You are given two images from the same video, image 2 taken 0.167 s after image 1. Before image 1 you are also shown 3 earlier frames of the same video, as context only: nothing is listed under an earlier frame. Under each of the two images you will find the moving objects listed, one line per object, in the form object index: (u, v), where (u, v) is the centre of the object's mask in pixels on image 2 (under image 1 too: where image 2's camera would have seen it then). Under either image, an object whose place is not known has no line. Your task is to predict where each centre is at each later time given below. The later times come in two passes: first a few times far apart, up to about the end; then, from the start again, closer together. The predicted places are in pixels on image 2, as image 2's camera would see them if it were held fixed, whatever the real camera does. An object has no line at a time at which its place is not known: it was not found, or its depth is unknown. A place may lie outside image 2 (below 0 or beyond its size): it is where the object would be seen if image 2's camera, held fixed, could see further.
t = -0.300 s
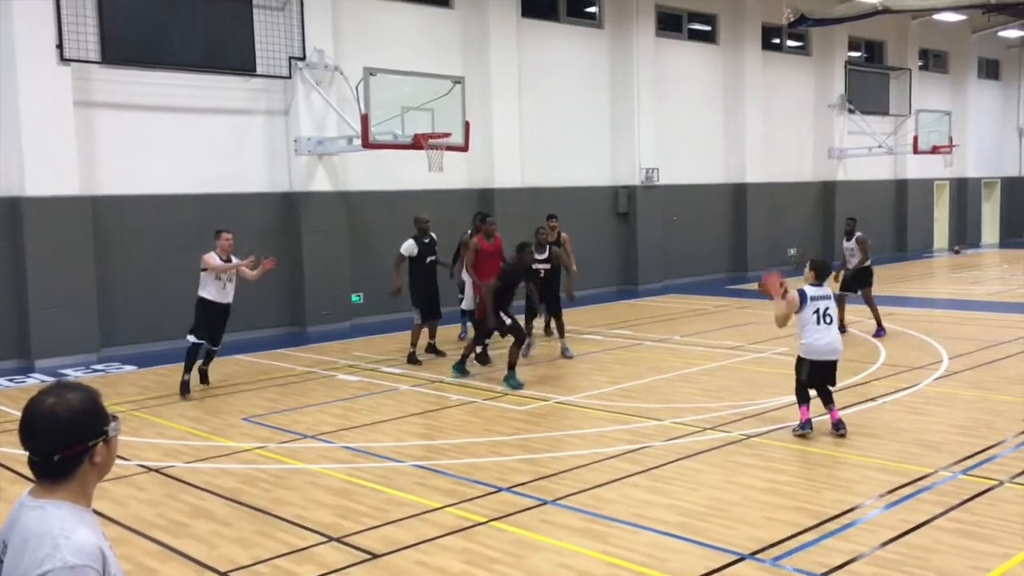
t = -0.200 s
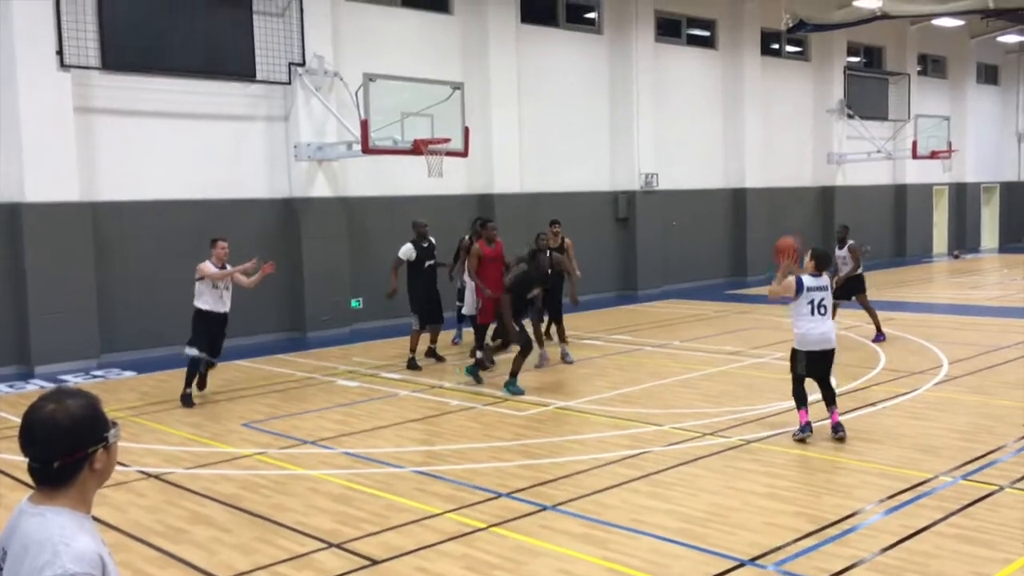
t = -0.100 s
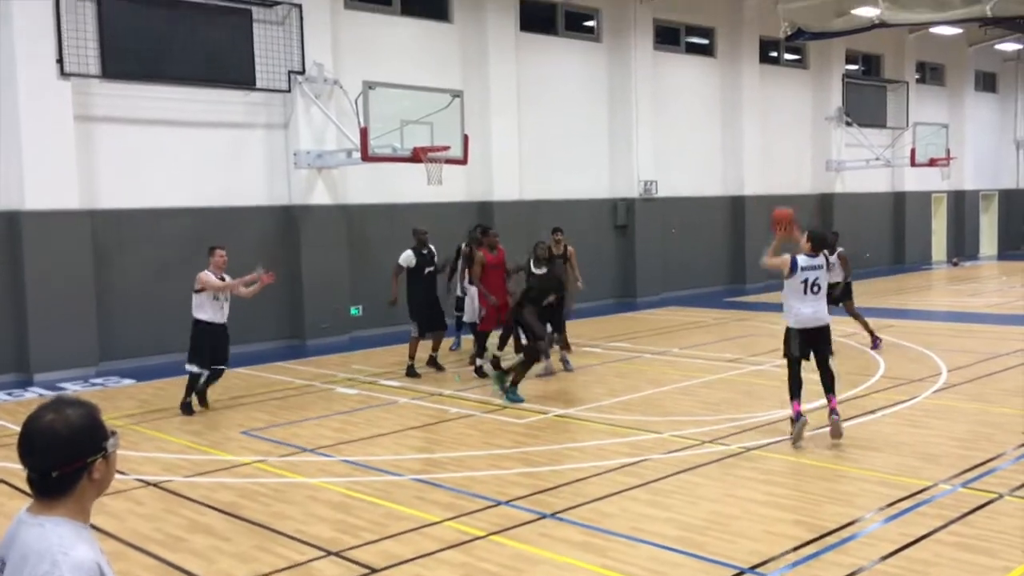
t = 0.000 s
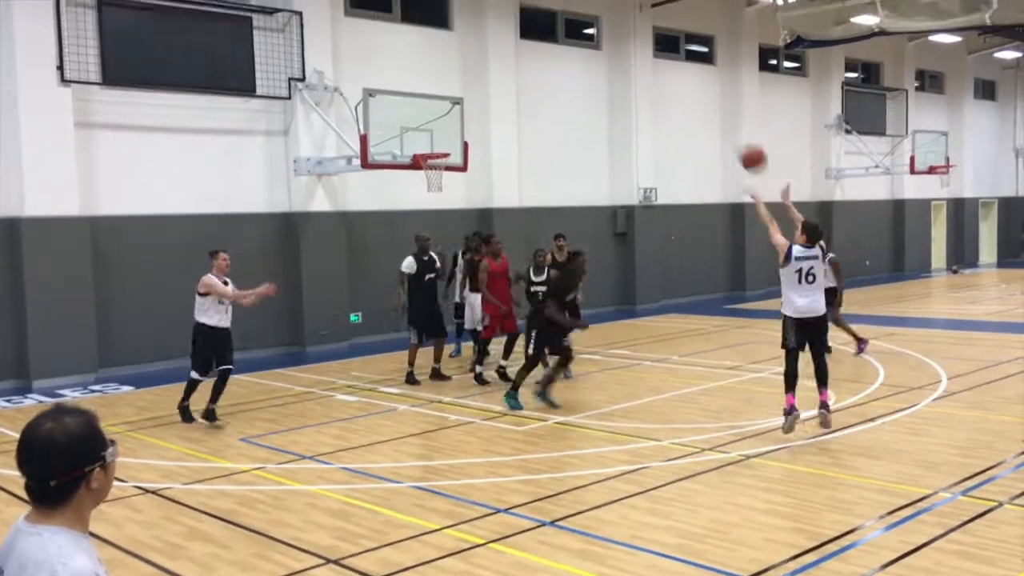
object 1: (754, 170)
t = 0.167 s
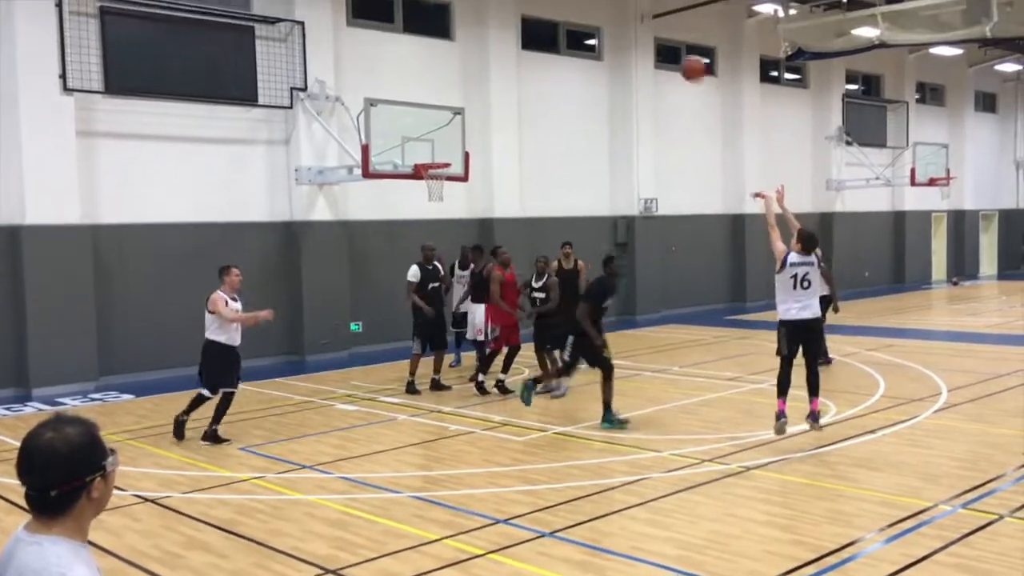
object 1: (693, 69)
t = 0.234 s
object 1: (672, 42)
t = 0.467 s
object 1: (602, -12)
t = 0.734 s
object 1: (540, -18)
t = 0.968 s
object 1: (495, 22)
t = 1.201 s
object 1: (457, 97)
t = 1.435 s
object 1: (433, 179)
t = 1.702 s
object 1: (438, 177)
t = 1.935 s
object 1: (442, 218)
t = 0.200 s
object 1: (680, 52)
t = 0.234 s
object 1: (672, 42)
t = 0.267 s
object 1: (660, 29)
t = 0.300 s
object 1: (650, 17)
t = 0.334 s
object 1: (640, 9)
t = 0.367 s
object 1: (630, 0)
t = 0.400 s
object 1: (621, -6)
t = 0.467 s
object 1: (602, -12)
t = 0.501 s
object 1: (594, -15)
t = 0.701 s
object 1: (547, -19)
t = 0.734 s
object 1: (540, -18)
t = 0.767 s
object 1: (532, -16)
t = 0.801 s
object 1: (526, -14)
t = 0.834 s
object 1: (519, -8)
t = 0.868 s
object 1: (512, 0)
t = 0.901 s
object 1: (507, 6)
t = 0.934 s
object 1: (501, 14)
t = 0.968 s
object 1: (495, 22)
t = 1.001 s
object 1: (489, 31)
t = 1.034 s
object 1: (484, 40)
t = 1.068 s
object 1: (478, 51)
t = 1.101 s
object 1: (472, 62)
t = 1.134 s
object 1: (467, 73)
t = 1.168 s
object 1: (462, 85)
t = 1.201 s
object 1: (457, 97)
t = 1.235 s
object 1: (452, 109)
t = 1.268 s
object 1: (447, 123)
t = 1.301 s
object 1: (443, 137)
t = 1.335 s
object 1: (439, 151)
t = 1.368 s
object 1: (434, 164)
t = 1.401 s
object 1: (432, 173)
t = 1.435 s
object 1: (433, 179)
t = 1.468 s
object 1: (433, 180)
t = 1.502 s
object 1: (434, 177)
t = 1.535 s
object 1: (435, 173)
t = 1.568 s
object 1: (435, 173)
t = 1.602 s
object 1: (436, 173)
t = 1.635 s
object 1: (436, 172)
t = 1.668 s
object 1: (438, 176)
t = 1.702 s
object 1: (438, 177)
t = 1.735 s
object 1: (439, 182)
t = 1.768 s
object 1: (439, 185)
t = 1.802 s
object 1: (440, 190)
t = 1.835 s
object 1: (441, 196)
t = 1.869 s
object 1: (441, 203)
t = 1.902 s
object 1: (442, 210)
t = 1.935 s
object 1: (442, 218)
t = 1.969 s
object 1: (442, 228)
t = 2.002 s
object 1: (444, 236)
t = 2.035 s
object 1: (444, 247)
